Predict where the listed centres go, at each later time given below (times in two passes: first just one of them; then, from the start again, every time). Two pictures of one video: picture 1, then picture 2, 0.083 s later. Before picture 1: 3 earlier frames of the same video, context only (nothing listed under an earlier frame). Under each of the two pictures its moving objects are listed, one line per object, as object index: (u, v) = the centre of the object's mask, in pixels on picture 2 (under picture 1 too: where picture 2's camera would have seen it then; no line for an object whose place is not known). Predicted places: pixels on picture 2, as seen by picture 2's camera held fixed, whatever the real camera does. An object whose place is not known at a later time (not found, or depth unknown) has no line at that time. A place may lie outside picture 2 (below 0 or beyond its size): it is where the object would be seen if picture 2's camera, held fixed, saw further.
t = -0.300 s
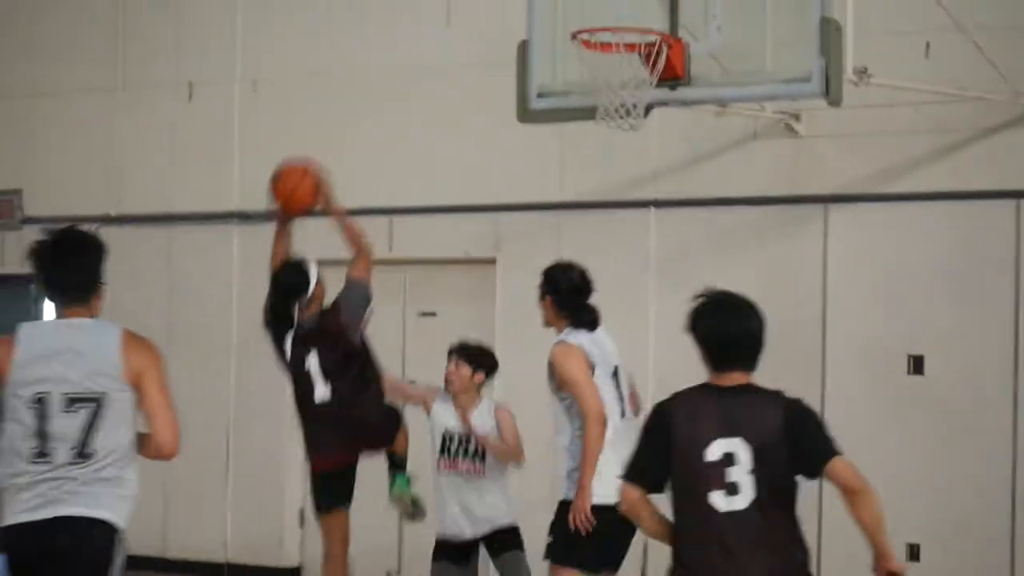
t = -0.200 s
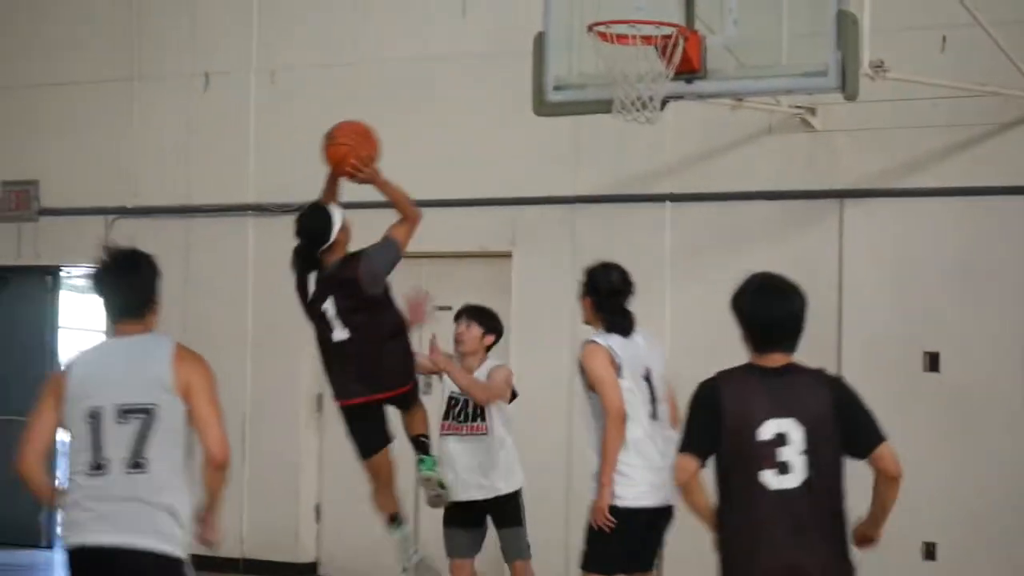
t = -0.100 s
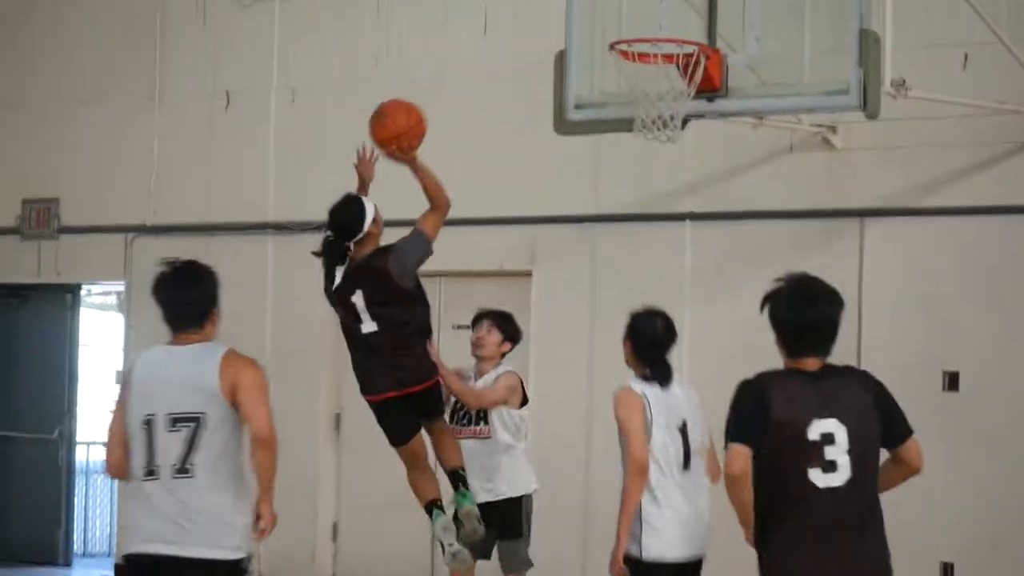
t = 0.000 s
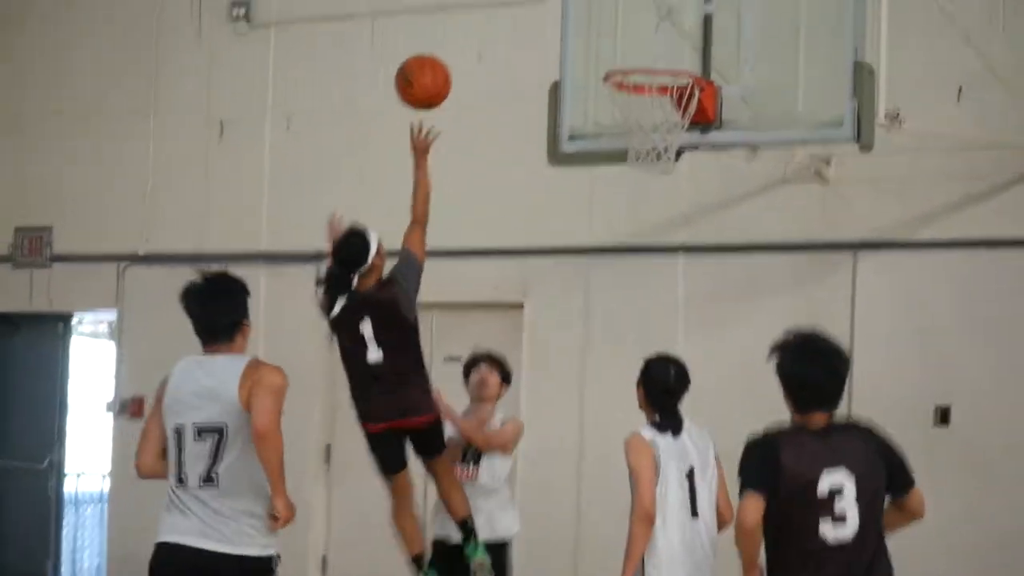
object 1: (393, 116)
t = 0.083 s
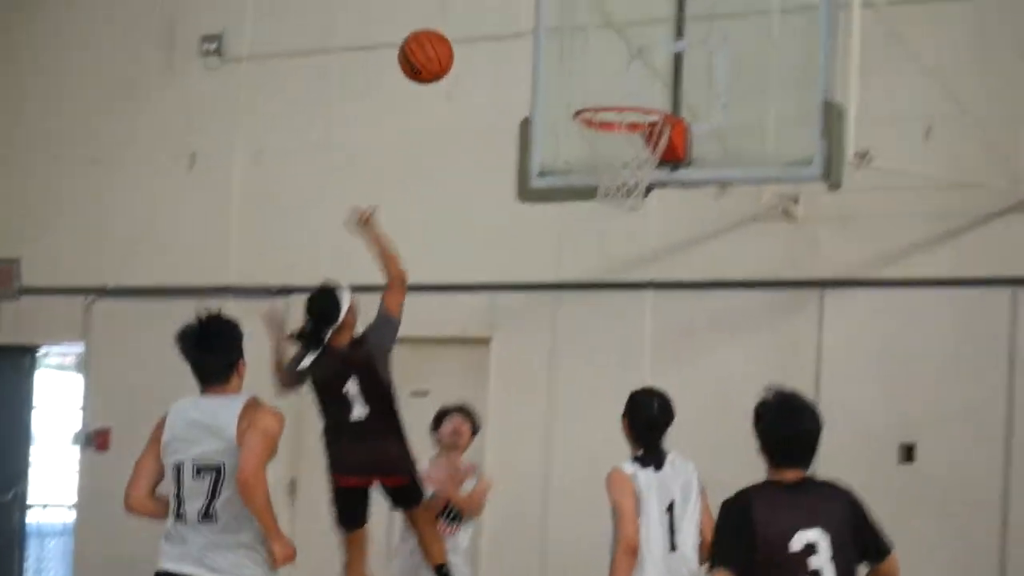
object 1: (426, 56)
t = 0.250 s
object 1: (484, -13)
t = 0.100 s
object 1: (432, 46)
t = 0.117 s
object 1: (438, 37)
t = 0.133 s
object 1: (445, 28)
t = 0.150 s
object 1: (451, 21)
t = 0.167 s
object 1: (457, 13)
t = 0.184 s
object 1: (463, 6)
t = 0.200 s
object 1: (468, 0)
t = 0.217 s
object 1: (473, -5)
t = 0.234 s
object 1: (479, -10)
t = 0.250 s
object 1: (484, -13)
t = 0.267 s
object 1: (488, -15)
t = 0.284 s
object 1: (493, -17)
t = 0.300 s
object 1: (498, -19)
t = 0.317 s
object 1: (502, -21)
